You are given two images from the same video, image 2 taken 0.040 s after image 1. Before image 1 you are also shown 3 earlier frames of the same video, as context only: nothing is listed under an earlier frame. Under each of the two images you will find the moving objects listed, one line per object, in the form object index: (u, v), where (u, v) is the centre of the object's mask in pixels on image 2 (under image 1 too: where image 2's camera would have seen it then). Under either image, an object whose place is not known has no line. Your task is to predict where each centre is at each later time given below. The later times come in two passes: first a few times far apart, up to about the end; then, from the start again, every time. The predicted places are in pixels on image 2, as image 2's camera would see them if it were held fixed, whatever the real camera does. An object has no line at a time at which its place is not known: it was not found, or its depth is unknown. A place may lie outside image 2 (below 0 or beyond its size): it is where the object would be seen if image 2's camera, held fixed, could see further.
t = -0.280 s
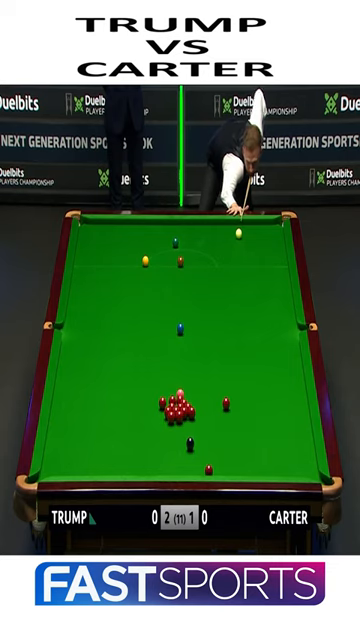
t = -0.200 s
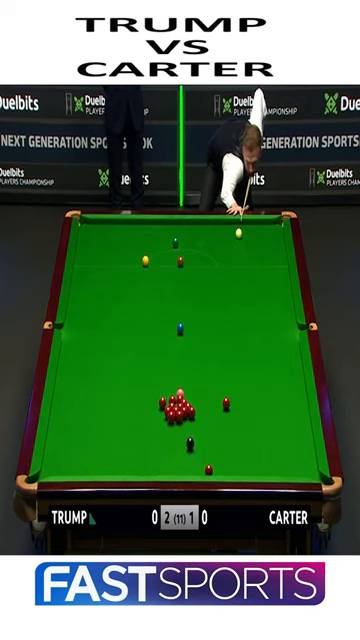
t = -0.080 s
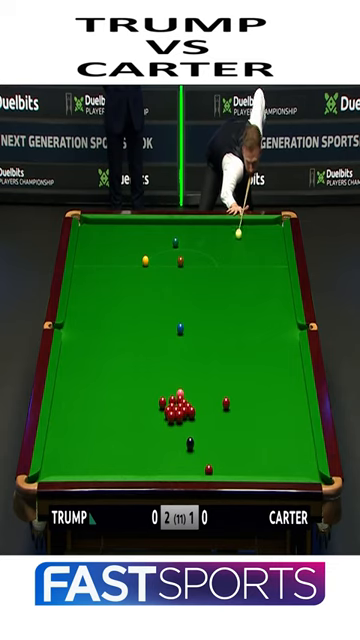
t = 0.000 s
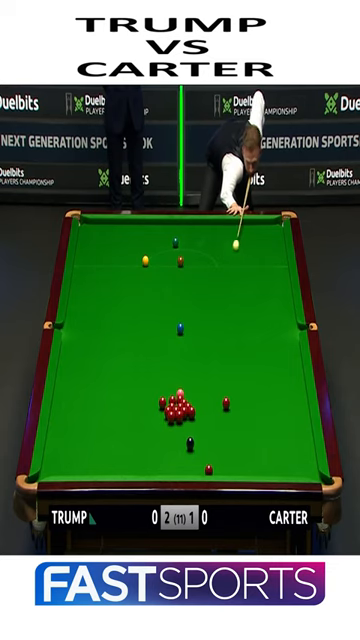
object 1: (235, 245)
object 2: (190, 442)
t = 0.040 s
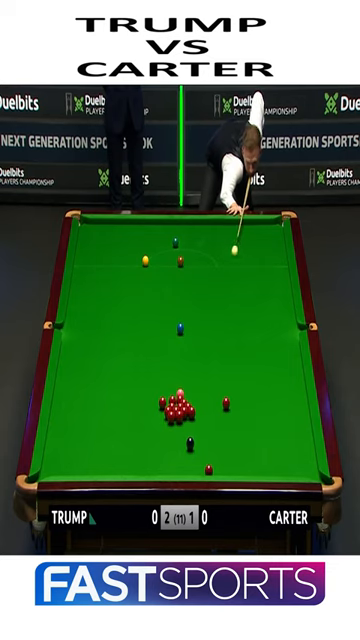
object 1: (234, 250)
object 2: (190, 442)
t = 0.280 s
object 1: (226, 285)
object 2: (190, 443)
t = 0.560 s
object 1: (215, 330)
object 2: (190, 442)
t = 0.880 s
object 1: (202, 388)
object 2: (190, 443)
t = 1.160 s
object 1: (218, 426)
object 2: (190, 443)
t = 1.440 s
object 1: (247, 459)
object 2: (189, 450)
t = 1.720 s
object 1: (270, 462)
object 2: (188, 464)
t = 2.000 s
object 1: (287, 442)
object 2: (187, 470)
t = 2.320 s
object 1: (305, 422)
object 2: (187, 463)
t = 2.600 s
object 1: (296, 407)
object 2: (184, 458)
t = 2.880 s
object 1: (285, 393)
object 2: (180, 456)
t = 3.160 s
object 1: (275, 380)
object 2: (177, 455)
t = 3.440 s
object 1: (265, 368)
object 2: (173, 455)
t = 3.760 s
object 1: (255, 355)
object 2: (171, 454)
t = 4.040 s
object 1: (247, 345)
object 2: (170, 455)
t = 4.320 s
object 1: (240, 335)
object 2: (170, 455)
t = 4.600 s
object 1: (233, 326)
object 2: (170, 455)
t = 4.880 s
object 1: (227, 318)
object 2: (170, 455)
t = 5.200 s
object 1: (220, 309)
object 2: (170, 455)
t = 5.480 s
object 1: (215, 301)
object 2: (170, 455)
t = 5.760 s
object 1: (210, 295)
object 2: (170, 455)
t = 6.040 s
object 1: (205, 288)
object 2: (170, 455)
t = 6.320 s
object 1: (201, 283)
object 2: (170, 454)
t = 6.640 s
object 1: (197, 277)
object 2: (170, 455)
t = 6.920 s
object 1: (194, 272)
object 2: (170, 455)
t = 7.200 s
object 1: (191, 268)
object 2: (170, 455)
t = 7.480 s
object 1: (188, 264)
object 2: (170, 455)
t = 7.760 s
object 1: (186, 260)
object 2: (170, 455)
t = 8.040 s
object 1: (187, 257)
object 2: (170, 455)
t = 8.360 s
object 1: (186, 255)
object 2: (170, 455)
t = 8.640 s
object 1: (187, 253)
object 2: (170, 455)
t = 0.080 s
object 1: (233, 255)
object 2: (190, 442)
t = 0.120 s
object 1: (231, 262)
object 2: (190, 442)
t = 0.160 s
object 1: (230, 267)
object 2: (190, 442)
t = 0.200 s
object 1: (229, 273)
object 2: (190, 442)
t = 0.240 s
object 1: (227, 279)
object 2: (190, 442)
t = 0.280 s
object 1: (226, 285)
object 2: (190, 443)
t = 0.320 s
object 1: (224, 292)
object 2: (190, 442)
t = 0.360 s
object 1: (223, 298)
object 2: (190, 442)
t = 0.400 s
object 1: (221, 304)
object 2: (190, 443)
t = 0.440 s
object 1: (220, 310)
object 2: (190, 442)
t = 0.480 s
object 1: (218, 317)
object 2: (190, 442)
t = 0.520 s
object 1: (217, 323)
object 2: (190, 442)
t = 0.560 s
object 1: (215, 330)
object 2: (190, 442)
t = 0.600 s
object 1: (213, 337)
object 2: (190, 443)
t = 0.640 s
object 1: (212, 344)
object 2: (190, 443)
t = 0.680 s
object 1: (210, 351)
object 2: (190, 443)
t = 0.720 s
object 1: (209, 358)
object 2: (190, 443)
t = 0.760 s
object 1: (207, 365)
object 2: (190, 443)
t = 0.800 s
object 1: (205, 372)
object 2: (190, 443)
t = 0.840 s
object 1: (203, 380)
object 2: (190, 443)
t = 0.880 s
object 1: (202, 388)
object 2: (190, 443)
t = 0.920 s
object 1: (200, 396)
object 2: (190, 443)
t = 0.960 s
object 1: (198, 403)
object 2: (190, 443)
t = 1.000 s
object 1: (198, 410)
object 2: (190, 443)
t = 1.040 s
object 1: (204, 414)
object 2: (190, 442)
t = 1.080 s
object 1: (209, 417)
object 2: (190, 442)
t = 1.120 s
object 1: (214, 422)
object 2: (190, 443)
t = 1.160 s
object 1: (218, 426)
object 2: (190, 443)
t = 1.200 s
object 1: (223, 430)
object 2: (190, 442)
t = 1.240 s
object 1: (227, 435)
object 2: (190, 442)
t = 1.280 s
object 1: (231, 439)
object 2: (190, 443)
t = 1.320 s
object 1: (235, 444)
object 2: (190, 444)
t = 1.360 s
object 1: (239, 449)
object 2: (189, 446)
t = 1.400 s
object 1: (243, 454)
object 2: (189, 449)
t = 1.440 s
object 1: (247, 459)
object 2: (189, 450)
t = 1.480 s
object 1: (251, 464)
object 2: (189, 452)
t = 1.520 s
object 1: (255, 468)
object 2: (189, 455)
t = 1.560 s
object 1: (260, 472)
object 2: (189, 457)
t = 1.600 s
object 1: (263, 472)
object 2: (189, 459)
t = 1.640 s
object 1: (265, 468)
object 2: (189, 461)
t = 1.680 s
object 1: (268, 466)
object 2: (188, 463)
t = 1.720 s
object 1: (270, 462)
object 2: (188, 464)
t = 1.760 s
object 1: (273, 459)
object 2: (188, 466)
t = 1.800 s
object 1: (275, 456)
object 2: (188, 468)
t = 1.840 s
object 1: (278, 453)
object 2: (188, 469)
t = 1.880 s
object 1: (280, 450)
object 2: (188, 470)
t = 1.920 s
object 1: (282, 448)
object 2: (188, 471)
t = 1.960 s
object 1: (285, 445)
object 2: (188, 471)
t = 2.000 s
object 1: (287, 442)
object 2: (187, 470)
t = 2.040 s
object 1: (289, 440)
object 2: (187, 469)
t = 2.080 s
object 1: (292, 437)
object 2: (187, 469)
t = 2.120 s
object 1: (294, 435)
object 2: (187, 468)
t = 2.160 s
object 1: (296, 432)
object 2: (187, 467)
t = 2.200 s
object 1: (298, 429)
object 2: (187, 466)
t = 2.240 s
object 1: (301, 427)
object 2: (187, 465)
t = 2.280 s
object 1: (303, 425)
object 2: (187, 464)
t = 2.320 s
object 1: (305, 422)
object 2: (187, 463)
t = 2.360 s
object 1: (307, 420)
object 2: (187, 462)
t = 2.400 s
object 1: (305, 417)
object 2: (186, 461)
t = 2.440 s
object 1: (303, 416)
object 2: (186, 461)
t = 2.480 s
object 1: (301, 413)
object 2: (186, 460)
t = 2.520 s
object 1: (299, 411)
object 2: (186, 458)
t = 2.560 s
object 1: (297, 409)
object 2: (185, 458)
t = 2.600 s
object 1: (296, 407)
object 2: (184, 458)
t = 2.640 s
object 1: (294, 405)
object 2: (184, 458)
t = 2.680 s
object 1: (293, 403)
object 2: (183, 457)
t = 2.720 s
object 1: (291, 401)
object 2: (183, 457)
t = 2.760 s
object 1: (289, 399)
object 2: (182, 457)
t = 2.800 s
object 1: (288, 397)
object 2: (181, 457)
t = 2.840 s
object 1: (286, 395)
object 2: (181, 456)
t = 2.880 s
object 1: (285, 393)
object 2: (180, 456)
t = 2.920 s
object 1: (283, 391)
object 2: (180, 456)
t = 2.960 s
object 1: (282, 389)
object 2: (179, 456)
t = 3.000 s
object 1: (280, 387)
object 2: (178, 456)
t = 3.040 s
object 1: (279, 385)
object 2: (178, 456)
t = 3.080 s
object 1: (278, 384)
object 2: (177, 456)
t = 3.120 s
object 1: (276, 382)
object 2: (177, 455)
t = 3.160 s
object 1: (275, 380)
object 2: (177, 455)
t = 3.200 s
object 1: (273, 378)
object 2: (176, 455)
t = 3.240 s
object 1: (272, 376)
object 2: (176, 455)
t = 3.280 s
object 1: (271, 375)
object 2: (175, 455)
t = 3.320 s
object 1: (269, 373)
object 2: (175, 455)
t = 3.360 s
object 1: (268, 371)
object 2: (174, 455)
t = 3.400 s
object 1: (267, 370)
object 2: (174, 455)
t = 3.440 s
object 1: (265, 368)
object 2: (173, 455)
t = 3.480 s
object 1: (264, 366)
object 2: (173, 455)
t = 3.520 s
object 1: (263, 365)
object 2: (173, 455)
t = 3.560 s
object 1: (262, 363)
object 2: (172, 455)
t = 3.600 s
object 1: (260, 361)
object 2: (172, 455)
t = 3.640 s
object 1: (259, 360)
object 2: (172, 455)
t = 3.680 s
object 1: (258, 358)
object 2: (172, 455)
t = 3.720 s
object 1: (257, 357)
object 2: (172, 455)
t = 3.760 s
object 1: (255, 355)
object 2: (171, 454)
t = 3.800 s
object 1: (254, 354)
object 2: (171, 454)
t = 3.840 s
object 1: (253, 352)
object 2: (171, 455)
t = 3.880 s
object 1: (252, 351)
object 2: (171, 455)
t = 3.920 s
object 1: (251, 349)
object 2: (171, 455)
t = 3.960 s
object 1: (250, 348)
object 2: (170, 454)
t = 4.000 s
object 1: (249, 346)
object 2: (170, 454)
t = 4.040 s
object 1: (247, 345)
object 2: (170, 455)
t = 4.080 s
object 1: (246, 344)
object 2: (170, 454)
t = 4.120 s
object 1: (245, 342)
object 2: (170, 454)
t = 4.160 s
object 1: (244, 341)
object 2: (170, 455)
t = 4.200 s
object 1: (243, 339)
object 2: (170, 455)
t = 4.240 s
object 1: (242, 338)
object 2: (170, 455)
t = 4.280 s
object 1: (241, 336)
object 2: (170, 455)
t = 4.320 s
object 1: (240, 335)
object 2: (170, 455)
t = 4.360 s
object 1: (239, 334)
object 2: (170, 455)
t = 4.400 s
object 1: (238, 332)
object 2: (170, 455)
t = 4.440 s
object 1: (237, 331)
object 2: (170, 455)
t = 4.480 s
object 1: (236, 330)
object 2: (170, 455)
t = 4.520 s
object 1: (235, 328)
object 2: (170, 455)
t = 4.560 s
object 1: (234, 327)
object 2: (170, 455)
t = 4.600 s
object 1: (233, 326)
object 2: (170, 455)
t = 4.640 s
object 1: (232, 325)
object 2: (170, 455)
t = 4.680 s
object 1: (231, 324)
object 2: (170, 455)
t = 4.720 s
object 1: (230, 322)
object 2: (170, 455)
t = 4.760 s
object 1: (229, 321)
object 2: (170, 455)
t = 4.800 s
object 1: (229, 320)
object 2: (170, 455)
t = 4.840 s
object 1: (228, 319)
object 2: (170, 455)
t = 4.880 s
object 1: (227, 318)
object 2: (170, 455)
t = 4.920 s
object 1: (226, 316)
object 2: (170, 455)
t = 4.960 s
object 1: (225, 315)
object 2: (170, 455)
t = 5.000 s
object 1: (224, 314)
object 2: (170, 455)
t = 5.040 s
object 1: (223, 313)
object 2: (170, 455)
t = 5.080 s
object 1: (223, 312)
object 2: (170, 455)
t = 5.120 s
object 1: (222, 311)
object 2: (170, 455)
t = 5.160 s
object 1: (221, 310)
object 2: (170, 455)
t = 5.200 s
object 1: (220, 309)
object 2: (170, 455)
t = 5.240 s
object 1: (219, 307)
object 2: (170, 454)
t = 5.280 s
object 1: (219, 306)
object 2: (170, 455)
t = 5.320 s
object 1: (218, 305)
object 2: (170, 455)
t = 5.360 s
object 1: (217, 305)
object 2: (170, 455)
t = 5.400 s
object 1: (216, 303)
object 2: (170, 454)
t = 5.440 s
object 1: (216, 302)
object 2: (170, 455)
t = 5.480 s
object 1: (215, 301)
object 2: (170, 455)
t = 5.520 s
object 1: (214, 301)
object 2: (170, 455)
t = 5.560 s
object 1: (213, 299)
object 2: (170, 455)
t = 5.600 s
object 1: (213, 298)
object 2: (170, 454)
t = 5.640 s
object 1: (212, 298)
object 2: (170, 455)
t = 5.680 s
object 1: (211, 296)
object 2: (170, 455)
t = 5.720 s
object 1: (211, 295)
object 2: (170, 455)
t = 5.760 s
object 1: (210, 295)
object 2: (170, 455)
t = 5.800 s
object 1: (209, 294)
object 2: (170, 455)
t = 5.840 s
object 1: (208, 293)
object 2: (170, 455)
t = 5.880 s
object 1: (208, 292)
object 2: (170, 455)
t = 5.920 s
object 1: (207, 291)
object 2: (170, 454)
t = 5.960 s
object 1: (207, 290)
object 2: (170, 454)
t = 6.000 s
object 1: (206, 289)
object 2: (170, 454)
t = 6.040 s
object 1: (205, 288)
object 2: (170, 455)
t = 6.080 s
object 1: (205, 288)
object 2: (170, 455)
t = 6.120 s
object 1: (204, 287)
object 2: (170, 454)
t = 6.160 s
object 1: (204, 286)
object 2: (170, 454)
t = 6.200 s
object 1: (203, 285)
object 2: (170, 455)
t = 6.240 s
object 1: (202, 284)
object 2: (170, 455)
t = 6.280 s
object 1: (202, 284)
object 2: (170, 454)
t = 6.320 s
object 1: (201, 283)
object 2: (170, 454)
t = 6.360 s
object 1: (201, 282)
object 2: (170, 454)
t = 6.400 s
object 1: (200, 281)
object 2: (170, 454)
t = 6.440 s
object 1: (200, 280)
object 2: (170, 455)
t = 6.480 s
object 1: (199, 280)
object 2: (170, 455)
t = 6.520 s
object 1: (198, 279)
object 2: (170, 454)
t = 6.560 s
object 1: (198, 278)
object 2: (170, 455)
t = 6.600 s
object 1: (197, 277)
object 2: (170, 455)
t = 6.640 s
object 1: (197, 277)
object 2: (170, 455)
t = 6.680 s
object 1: (196, 276)
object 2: (170, 454)
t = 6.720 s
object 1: (196, 275)
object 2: (170, 454)
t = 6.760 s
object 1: (195, 275)
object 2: (170, 455)
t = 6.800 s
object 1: (195, 274)
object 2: (170, 455)
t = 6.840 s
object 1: (195, 273)
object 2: (170, 454)
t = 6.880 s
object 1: (194, 273)
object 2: (170, 455)
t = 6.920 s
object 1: (194, 272)
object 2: (170, 455)
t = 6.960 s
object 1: (193, 271)
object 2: (170, 455)
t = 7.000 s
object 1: (193, 271)
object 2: (170, 455)
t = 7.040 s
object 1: (192, 270)
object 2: (170, 455)
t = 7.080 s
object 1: (192, 269)
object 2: (170, 455)
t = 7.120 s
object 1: (191, 269)
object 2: (170, 455)
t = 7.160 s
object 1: (191, 268)
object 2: (170, 455)
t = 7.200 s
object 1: (191, 268)
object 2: (170, 455)
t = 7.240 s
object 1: (190, 267)
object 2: (170, 455)
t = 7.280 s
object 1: (190, 267)
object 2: (170, 455)
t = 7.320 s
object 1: (190, 266)
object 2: (170, 455)
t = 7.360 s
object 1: (189, 265)
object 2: (170, 455)
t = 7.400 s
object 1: (189, 265)
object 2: (170, 455)
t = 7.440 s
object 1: (188, 264)
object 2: (170, 455)
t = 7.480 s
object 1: (188, 264)
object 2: (170, 455)
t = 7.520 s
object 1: (188, 263)
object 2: (170, 455)
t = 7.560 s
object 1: (187, 263)
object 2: (170, 455)
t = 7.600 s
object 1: (187, 262)
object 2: (170, 455)
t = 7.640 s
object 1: (186, 262)
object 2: (170, 455)
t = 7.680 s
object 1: (186, 261)
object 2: (170, 455)
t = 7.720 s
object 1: (186, 261)
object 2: (170, 455)
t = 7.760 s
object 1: (186, 260)
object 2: (170, 455)
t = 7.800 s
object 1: (186, 260)
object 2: (170, 455)
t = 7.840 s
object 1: (186, 260)
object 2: (170, 455)
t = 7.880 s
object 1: (187, 259)
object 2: (170, 455)
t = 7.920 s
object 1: (186, 259)
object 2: (170, 455)
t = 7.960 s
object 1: (186, 258)
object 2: (170, 455)
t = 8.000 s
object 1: (186, 258)
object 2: (170, 455)
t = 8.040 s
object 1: (187, 257)
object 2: (170, 455)
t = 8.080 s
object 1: (187, 257)
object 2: (170, 455)
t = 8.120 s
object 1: (186, 257)
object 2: (170, 455)
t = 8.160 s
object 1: (187, 257)
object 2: (170, 455)
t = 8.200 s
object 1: (186, 256)
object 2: (170, 455)
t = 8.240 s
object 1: (187, 256)
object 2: (170, 455)
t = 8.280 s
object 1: (187, 256)
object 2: (170, 455)
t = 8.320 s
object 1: (187, 255)
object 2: (170, 455)
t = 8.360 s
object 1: (186, 255)
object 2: (170, 455)
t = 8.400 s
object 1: (186, 255)
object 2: (170, 455)
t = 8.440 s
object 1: (186, 254)
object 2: (170, 455)
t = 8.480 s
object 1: (187, 254)
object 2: (170, 455)
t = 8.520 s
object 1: (187, 254)
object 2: (170, 455)
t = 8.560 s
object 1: (187, 253)
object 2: (170, 455)
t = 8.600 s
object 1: (187, 253)
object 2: (170, 455)
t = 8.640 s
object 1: (187, 253)
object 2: (170, 455)
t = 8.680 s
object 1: (186, 253)
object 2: (170, 455)
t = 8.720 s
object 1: (186, 253)
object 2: (170, 455)
